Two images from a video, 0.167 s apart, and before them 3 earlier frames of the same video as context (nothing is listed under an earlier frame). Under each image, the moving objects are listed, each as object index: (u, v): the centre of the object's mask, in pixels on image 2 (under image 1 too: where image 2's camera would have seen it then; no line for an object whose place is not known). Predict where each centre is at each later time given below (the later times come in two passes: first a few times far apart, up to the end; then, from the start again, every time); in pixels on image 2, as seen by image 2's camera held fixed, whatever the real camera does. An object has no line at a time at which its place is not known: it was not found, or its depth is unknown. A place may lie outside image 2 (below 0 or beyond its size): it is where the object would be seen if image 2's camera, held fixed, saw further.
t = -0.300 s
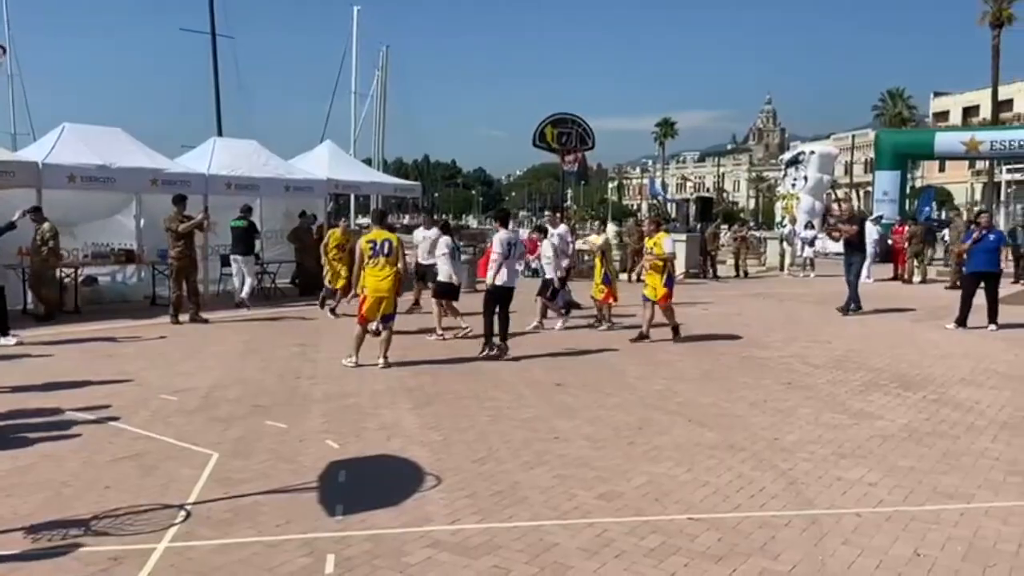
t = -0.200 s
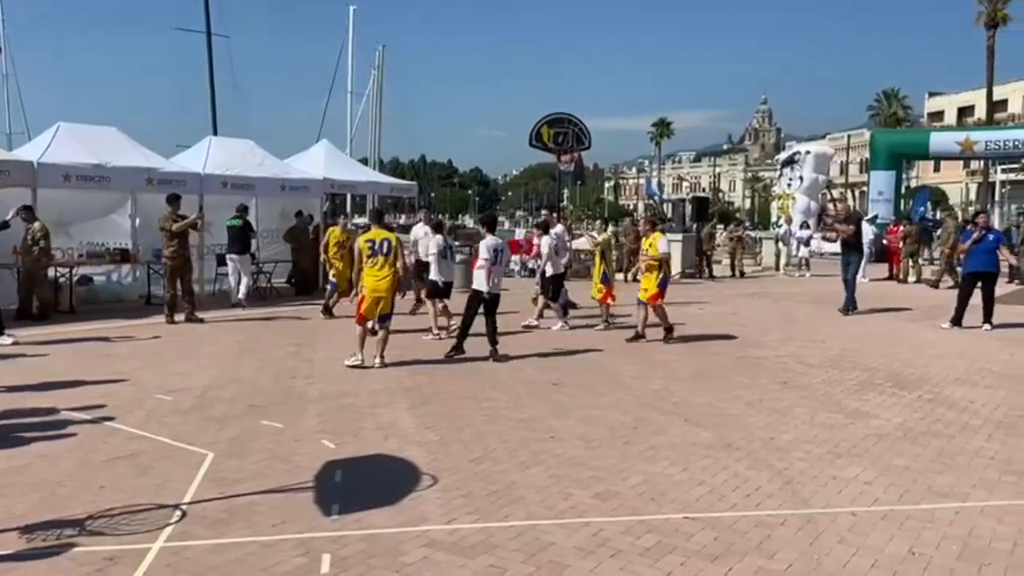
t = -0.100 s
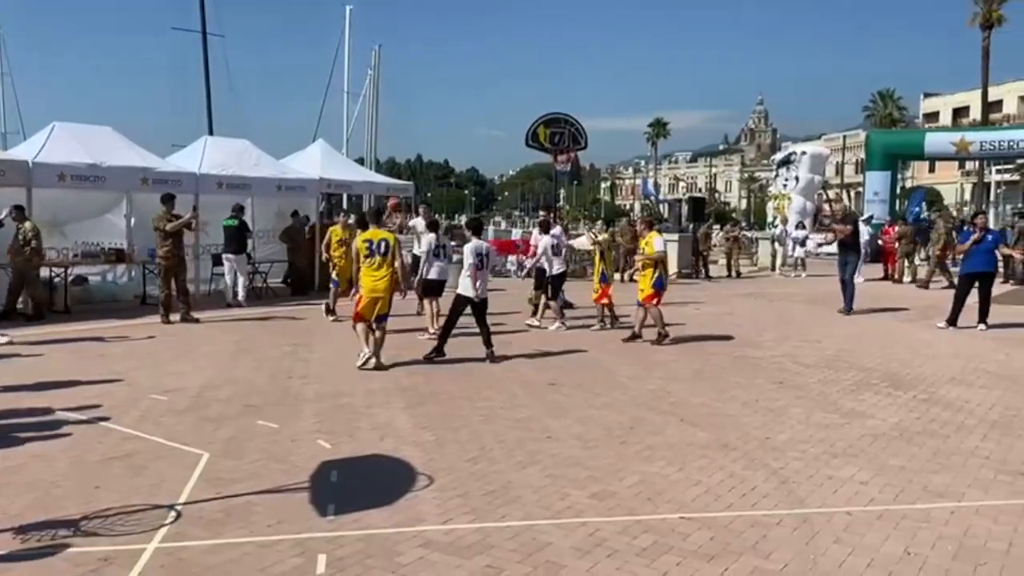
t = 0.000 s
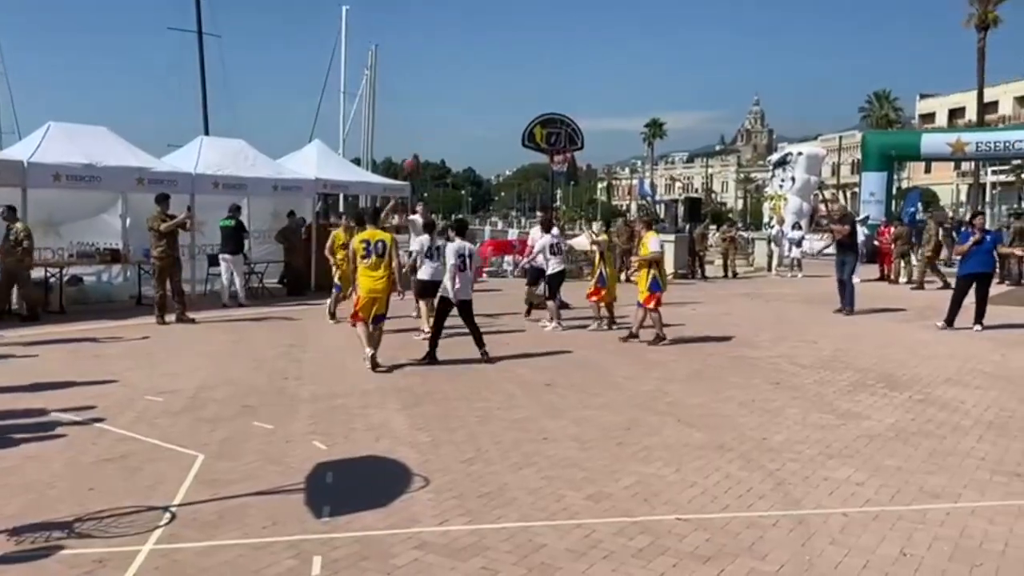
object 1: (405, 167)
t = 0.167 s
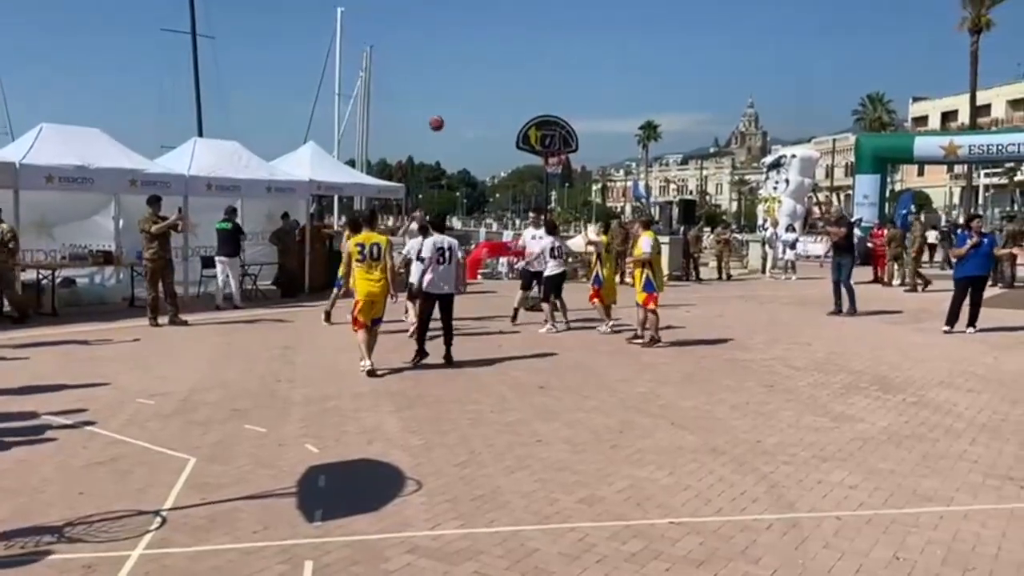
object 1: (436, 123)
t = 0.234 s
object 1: (448, 112)
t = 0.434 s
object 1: (480, 96)
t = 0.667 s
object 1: (515, 111)
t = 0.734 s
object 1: (523, 121)
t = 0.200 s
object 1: (442, 117)
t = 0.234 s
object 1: (448, 112)
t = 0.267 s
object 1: (454, 107)
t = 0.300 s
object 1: (459, 103)
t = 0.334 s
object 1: (464, 100)
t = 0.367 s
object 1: (470, 98)
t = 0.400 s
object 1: (475, 96)
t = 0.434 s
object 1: (480, 96)
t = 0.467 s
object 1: (486, 96)
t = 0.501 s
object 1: (490, 96)
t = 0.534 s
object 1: (496, 98)
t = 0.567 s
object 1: (501, 100)
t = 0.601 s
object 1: (505, 103)
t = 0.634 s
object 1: (510, 107)
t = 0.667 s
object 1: (515, 111)
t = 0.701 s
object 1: (519, 116)
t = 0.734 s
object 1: (523, 121)
